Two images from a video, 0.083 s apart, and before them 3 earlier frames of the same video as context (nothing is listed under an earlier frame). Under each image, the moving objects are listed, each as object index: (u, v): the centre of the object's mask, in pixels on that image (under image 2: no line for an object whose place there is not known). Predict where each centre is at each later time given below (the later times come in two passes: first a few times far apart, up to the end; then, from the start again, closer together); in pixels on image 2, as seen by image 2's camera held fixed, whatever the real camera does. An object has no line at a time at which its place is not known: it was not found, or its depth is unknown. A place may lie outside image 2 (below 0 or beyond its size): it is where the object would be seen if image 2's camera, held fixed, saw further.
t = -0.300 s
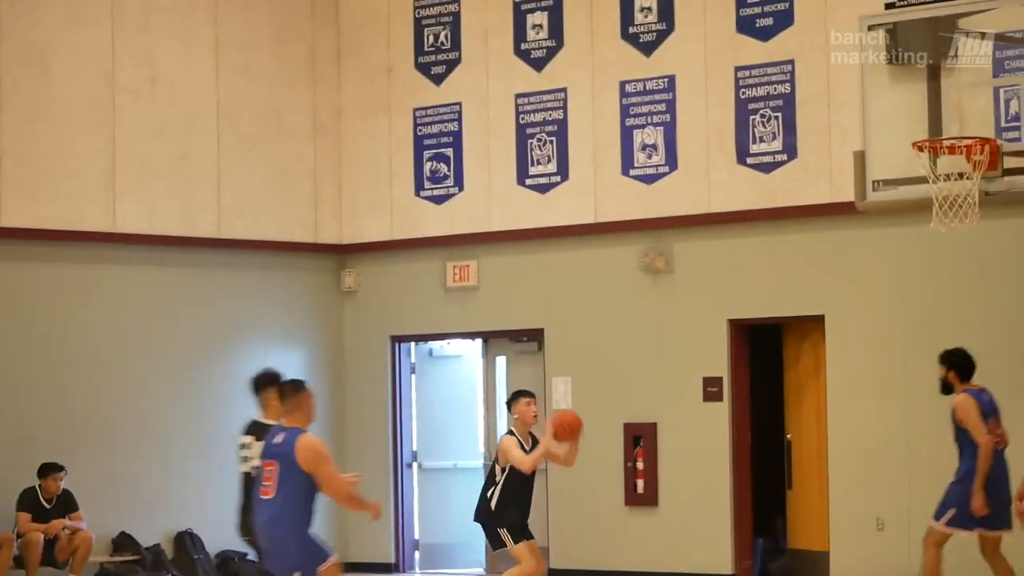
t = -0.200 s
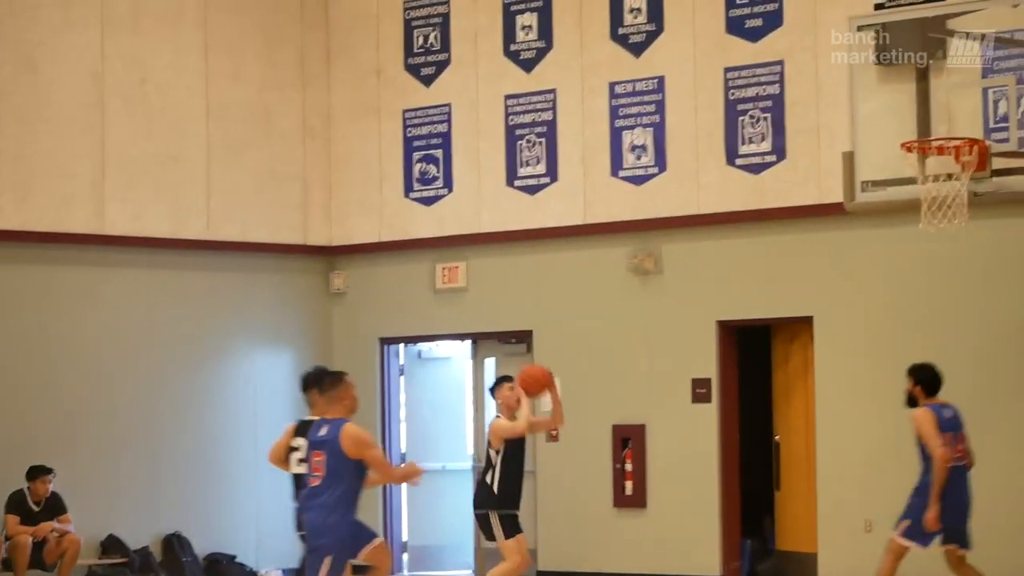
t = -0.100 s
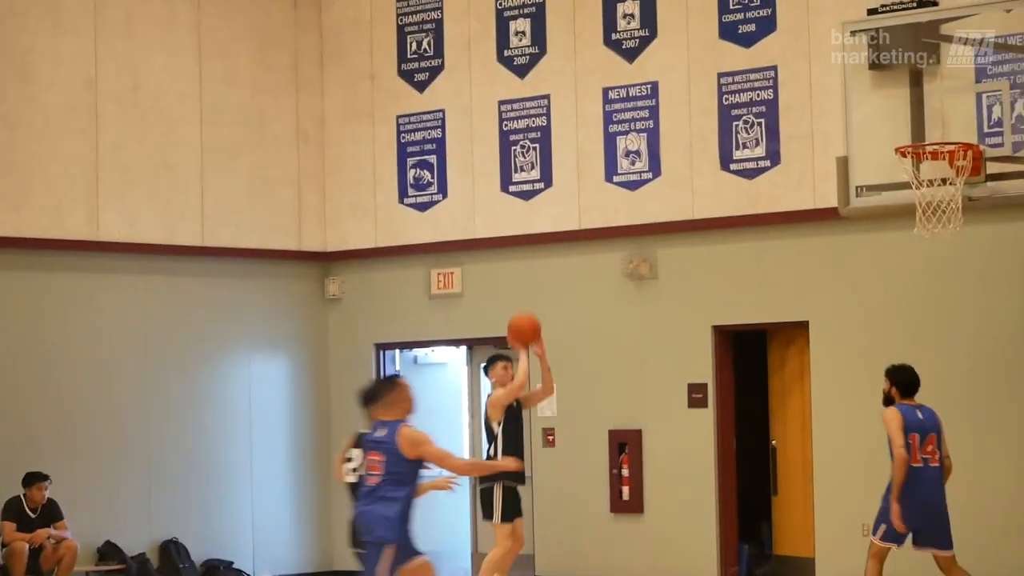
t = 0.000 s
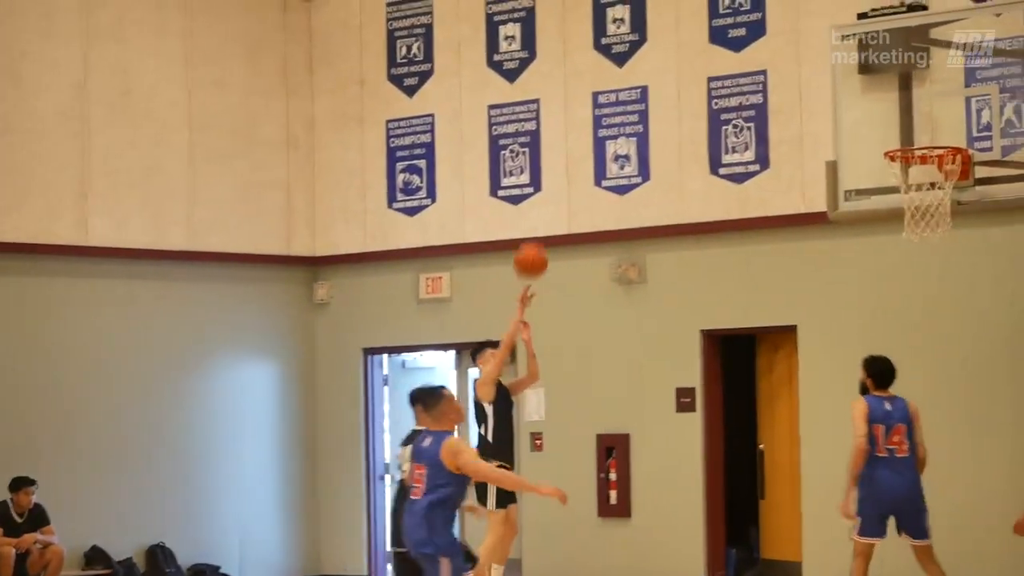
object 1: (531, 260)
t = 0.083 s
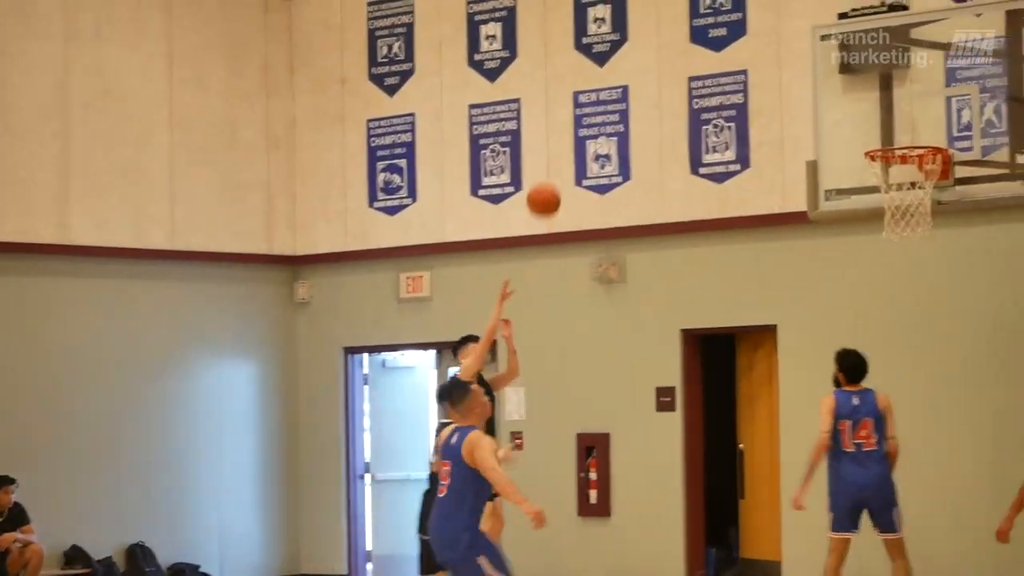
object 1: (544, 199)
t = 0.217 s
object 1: (597, 122)
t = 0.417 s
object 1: (681, 48)
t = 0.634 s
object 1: (776, 30)
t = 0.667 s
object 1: (788, 34)
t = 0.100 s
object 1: (550, 189)
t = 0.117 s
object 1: (556, 178)
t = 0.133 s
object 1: (563, 168)
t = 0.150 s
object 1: (570, 159)
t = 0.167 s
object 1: (576, 149)
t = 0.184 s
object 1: (583, 139)
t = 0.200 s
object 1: (590, 131)
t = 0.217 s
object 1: (597, 122)
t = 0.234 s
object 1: (604, 114)
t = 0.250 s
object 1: (611, 105)
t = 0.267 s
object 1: (618, 99)
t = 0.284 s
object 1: (625, 91)
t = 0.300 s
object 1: (632, 84)
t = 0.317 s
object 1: (639, 78)
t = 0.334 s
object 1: (646, 72)
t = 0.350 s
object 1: (653, 66)
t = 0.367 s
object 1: (660, 61)
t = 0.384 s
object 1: (667, 56)
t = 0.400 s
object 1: (674, 51)
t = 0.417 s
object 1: (681, 48)
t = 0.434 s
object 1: (688, 44)
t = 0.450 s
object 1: (696, 40)
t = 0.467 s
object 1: (704, 36)
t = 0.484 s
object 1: (711, 33)
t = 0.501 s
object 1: (718, 32)
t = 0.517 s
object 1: (725, 30)
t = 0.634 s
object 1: (776, 30)
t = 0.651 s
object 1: (782, 32)
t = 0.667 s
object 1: (788, 34)
